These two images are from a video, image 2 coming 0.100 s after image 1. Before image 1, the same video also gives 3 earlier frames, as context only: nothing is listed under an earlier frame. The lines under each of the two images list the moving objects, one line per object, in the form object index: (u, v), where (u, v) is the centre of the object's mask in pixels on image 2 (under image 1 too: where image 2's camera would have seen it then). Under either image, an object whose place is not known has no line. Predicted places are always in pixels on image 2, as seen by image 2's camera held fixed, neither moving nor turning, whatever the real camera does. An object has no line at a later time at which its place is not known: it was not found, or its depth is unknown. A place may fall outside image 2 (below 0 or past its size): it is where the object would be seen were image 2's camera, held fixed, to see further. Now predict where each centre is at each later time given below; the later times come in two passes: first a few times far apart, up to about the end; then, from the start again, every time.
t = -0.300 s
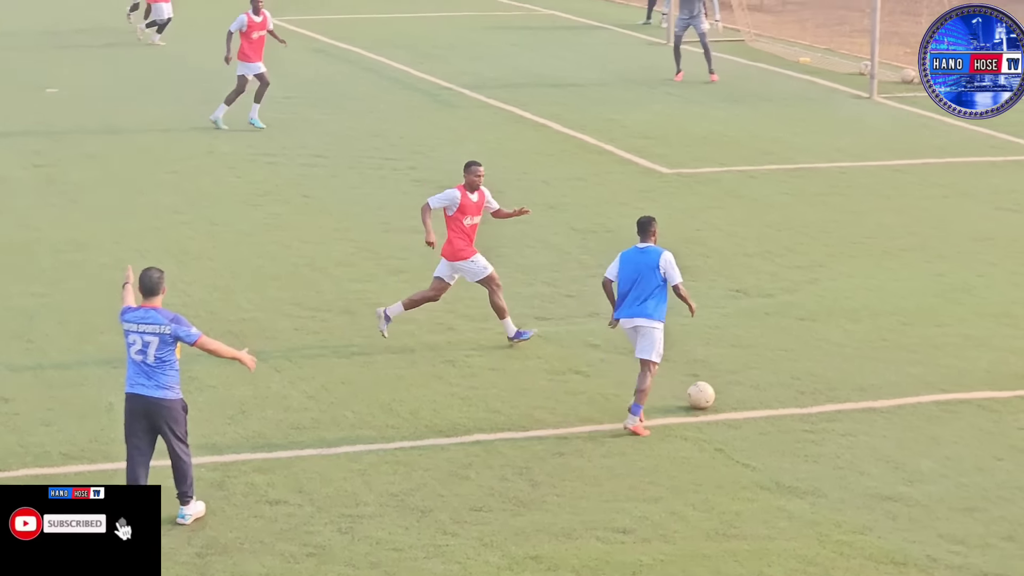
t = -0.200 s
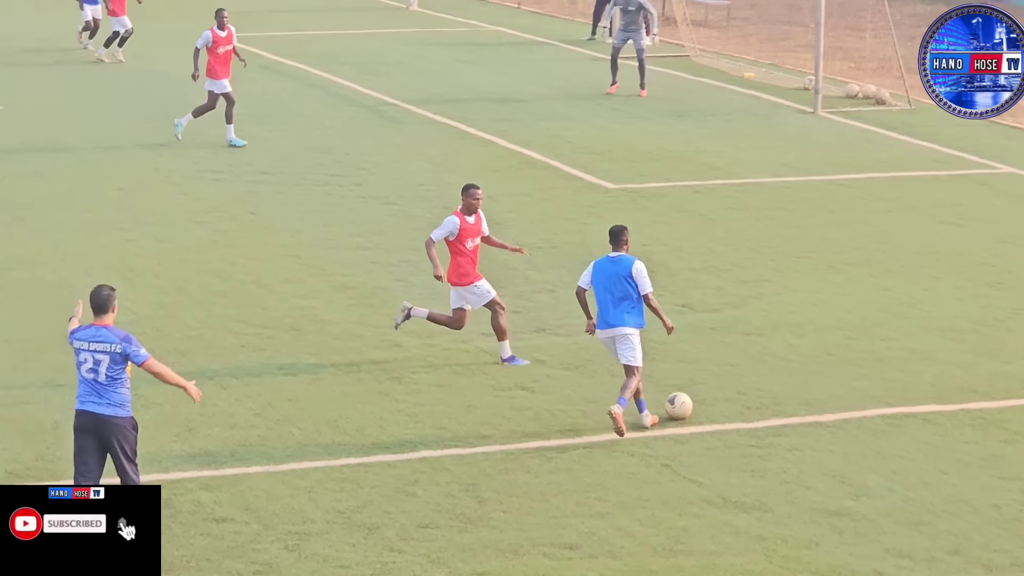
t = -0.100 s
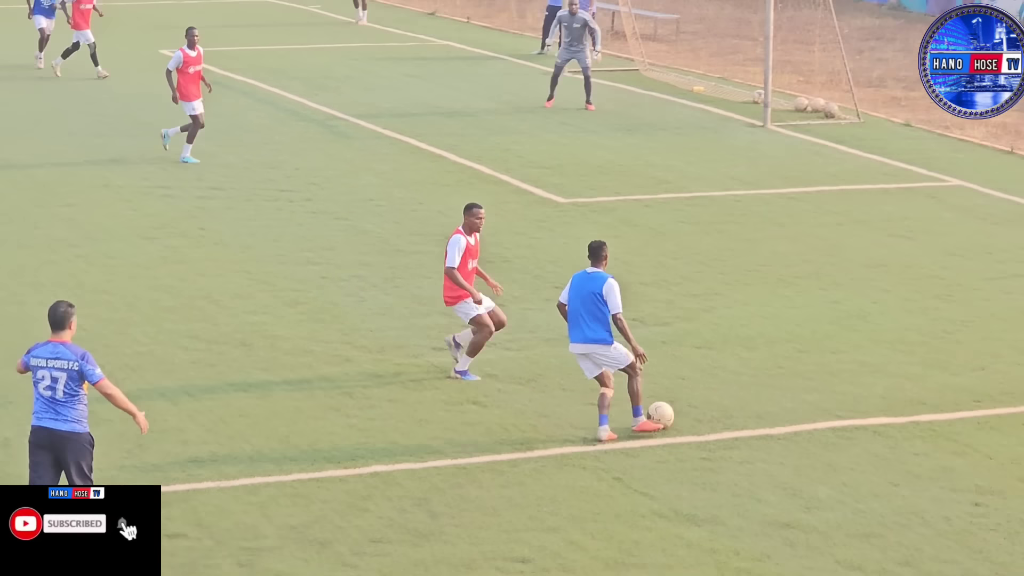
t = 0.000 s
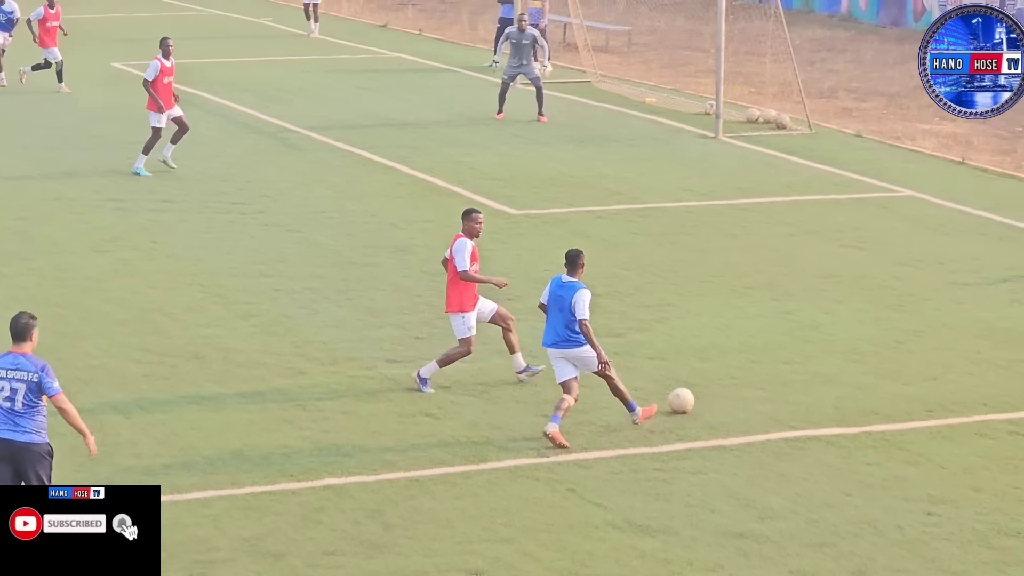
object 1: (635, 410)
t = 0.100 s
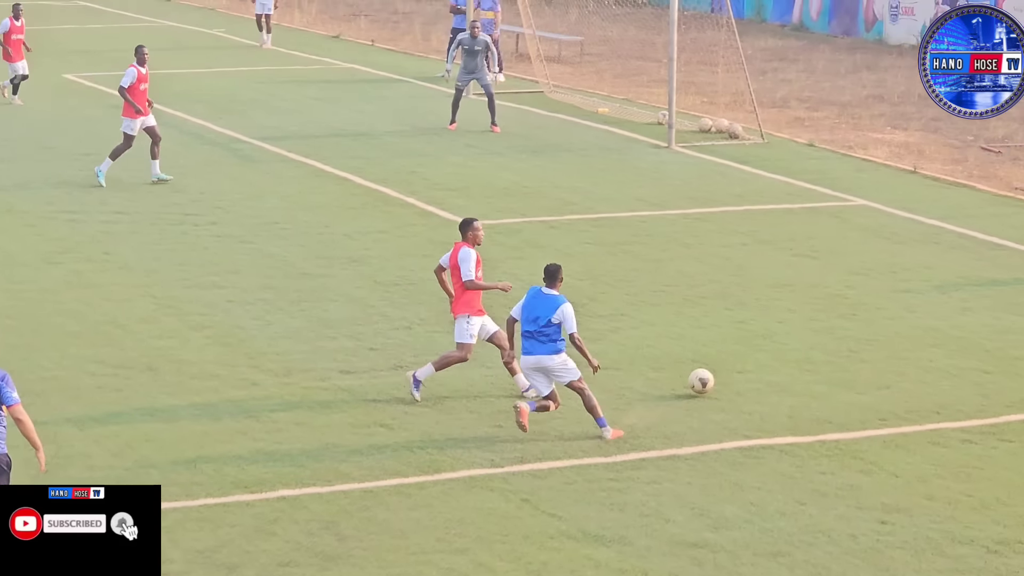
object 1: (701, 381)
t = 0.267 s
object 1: (794, 346)
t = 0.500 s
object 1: (895, 308)
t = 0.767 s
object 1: (982, 274)
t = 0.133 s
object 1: (722, 374)
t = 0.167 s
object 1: (742, 369)
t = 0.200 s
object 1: (760, 361)
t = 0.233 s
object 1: (778, 353)
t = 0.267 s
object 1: (794, 346)
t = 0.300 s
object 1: (810, 339)
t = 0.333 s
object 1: (826, 335)
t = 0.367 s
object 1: (841, 329)
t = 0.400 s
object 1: (855, 323)
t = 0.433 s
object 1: (869, 317)
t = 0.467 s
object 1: (882, 312)
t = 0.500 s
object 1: (895, 308)
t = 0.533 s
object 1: (908, 304)
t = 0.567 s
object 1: (920, 299)
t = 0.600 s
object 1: (931, 293)
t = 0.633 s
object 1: (942, 288)
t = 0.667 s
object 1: (953, 285)
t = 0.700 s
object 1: (963, 283)
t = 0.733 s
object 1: (973, 278)
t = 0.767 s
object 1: (982, 274)
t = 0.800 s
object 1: (991, 270)
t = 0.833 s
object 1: (1000, 267)
